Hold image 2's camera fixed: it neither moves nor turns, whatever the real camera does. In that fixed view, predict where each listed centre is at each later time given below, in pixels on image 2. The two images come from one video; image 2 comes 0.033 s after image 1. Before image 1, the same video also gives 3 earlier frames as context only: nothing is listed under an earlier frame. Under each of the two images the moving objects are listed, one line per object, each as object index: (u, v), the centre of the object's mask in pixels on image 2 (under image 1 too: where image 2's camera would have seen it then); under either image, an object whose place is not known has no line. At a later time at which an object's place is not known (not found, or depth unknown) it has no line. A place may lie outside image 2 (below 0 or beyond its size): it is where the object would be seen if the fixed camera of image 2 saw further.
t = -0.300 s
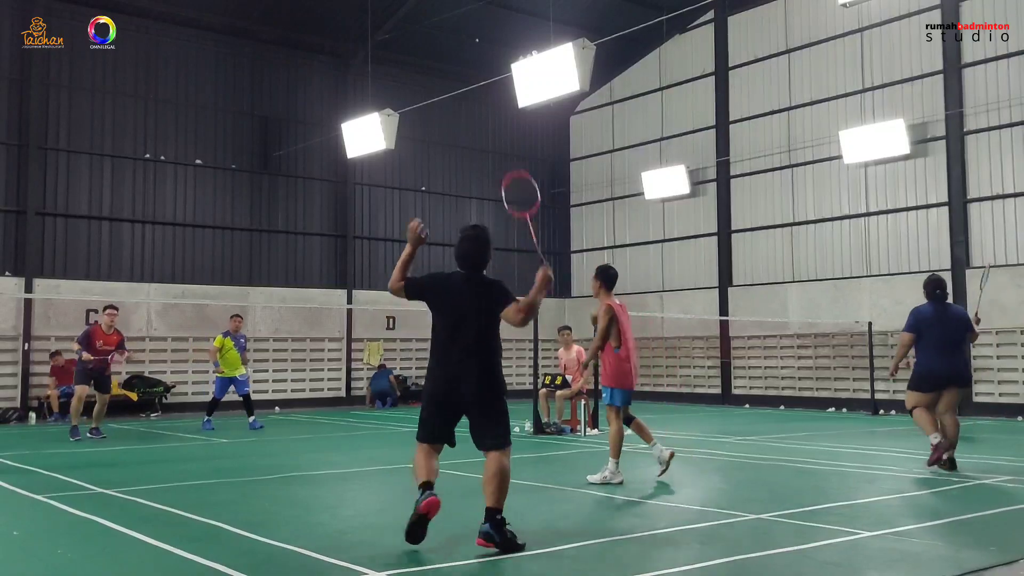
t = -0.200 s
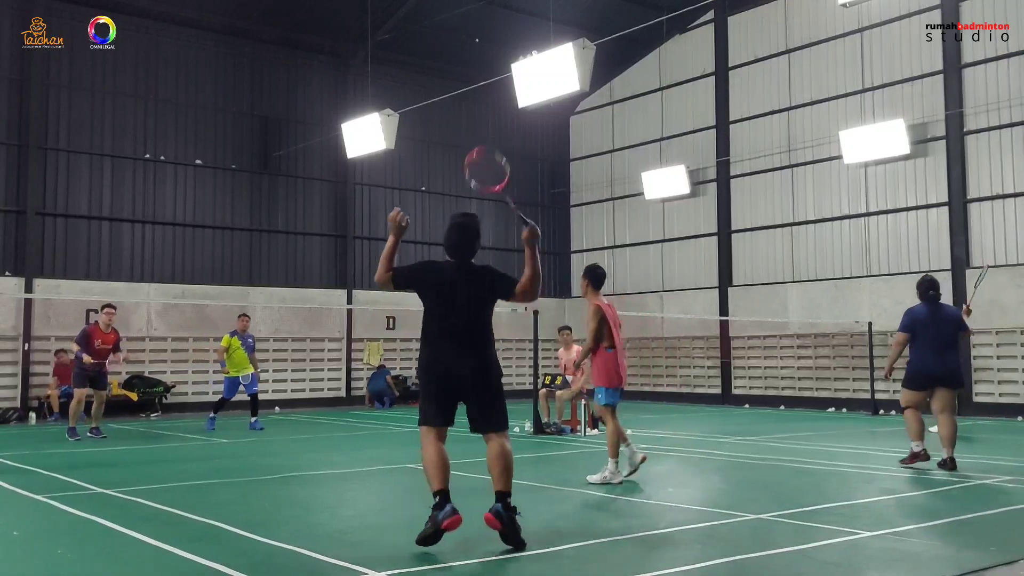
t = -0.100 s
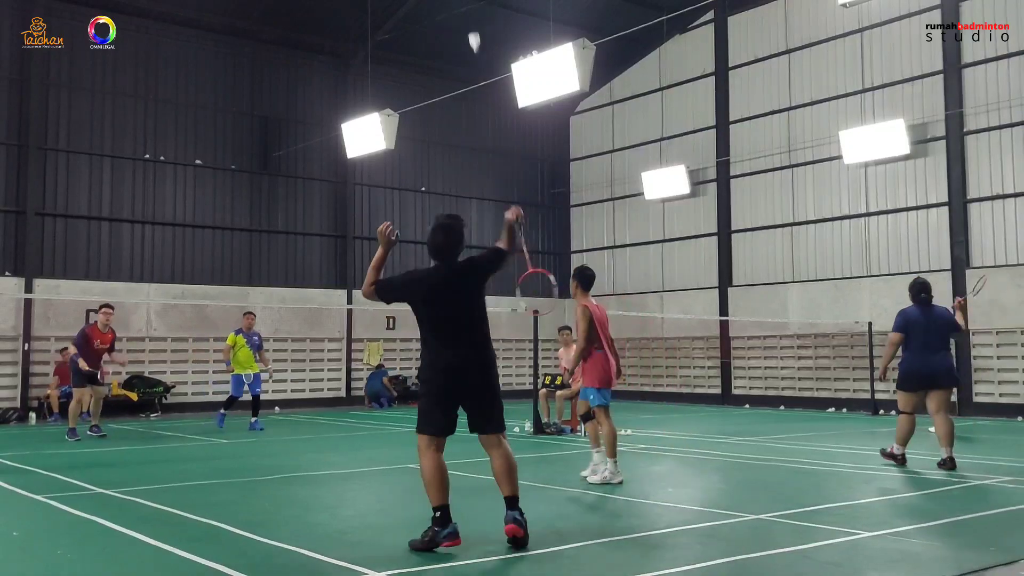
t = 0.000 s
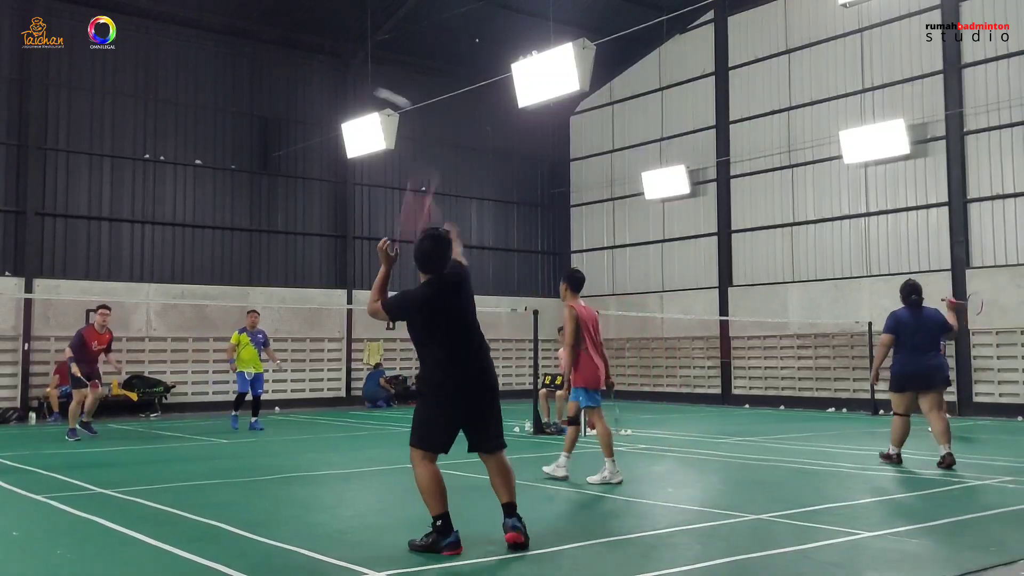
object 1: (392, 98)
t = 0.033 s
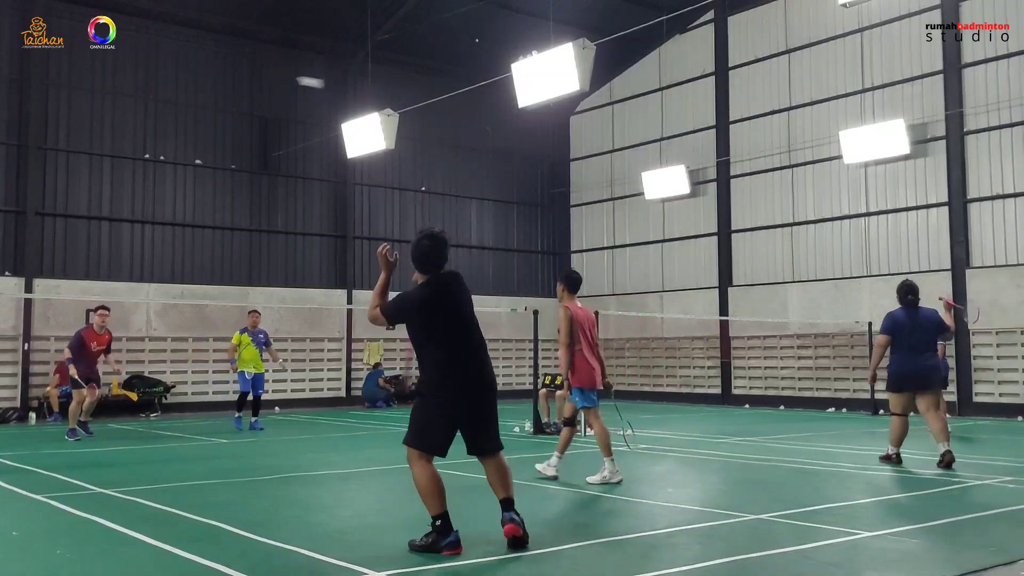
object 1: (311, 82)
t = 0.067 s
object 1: (256, 71)
